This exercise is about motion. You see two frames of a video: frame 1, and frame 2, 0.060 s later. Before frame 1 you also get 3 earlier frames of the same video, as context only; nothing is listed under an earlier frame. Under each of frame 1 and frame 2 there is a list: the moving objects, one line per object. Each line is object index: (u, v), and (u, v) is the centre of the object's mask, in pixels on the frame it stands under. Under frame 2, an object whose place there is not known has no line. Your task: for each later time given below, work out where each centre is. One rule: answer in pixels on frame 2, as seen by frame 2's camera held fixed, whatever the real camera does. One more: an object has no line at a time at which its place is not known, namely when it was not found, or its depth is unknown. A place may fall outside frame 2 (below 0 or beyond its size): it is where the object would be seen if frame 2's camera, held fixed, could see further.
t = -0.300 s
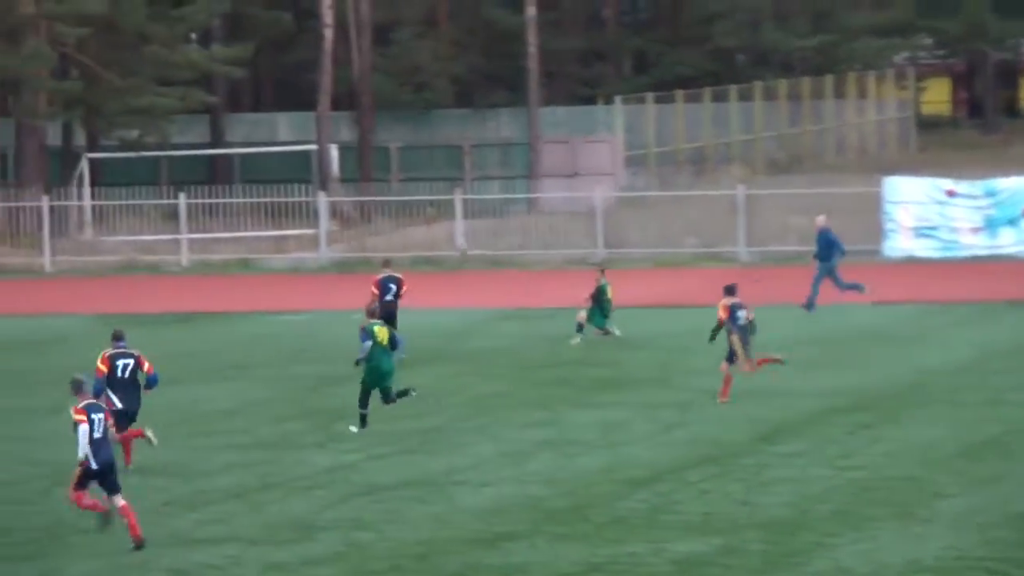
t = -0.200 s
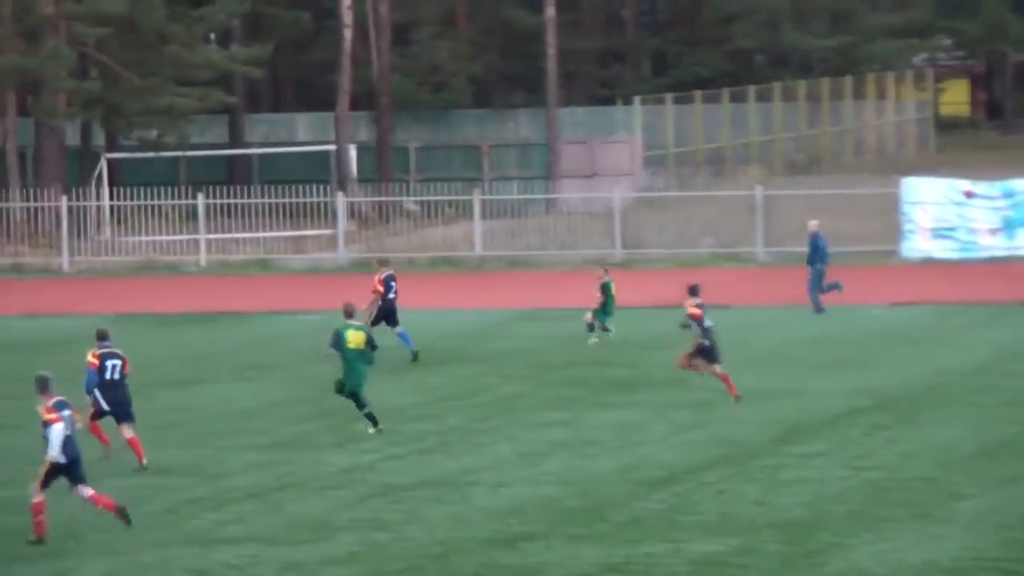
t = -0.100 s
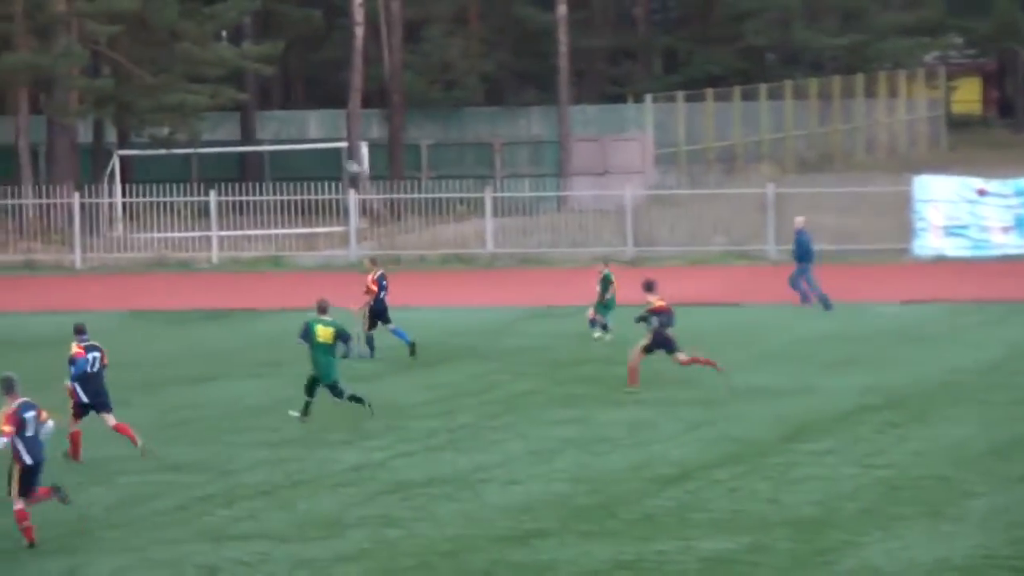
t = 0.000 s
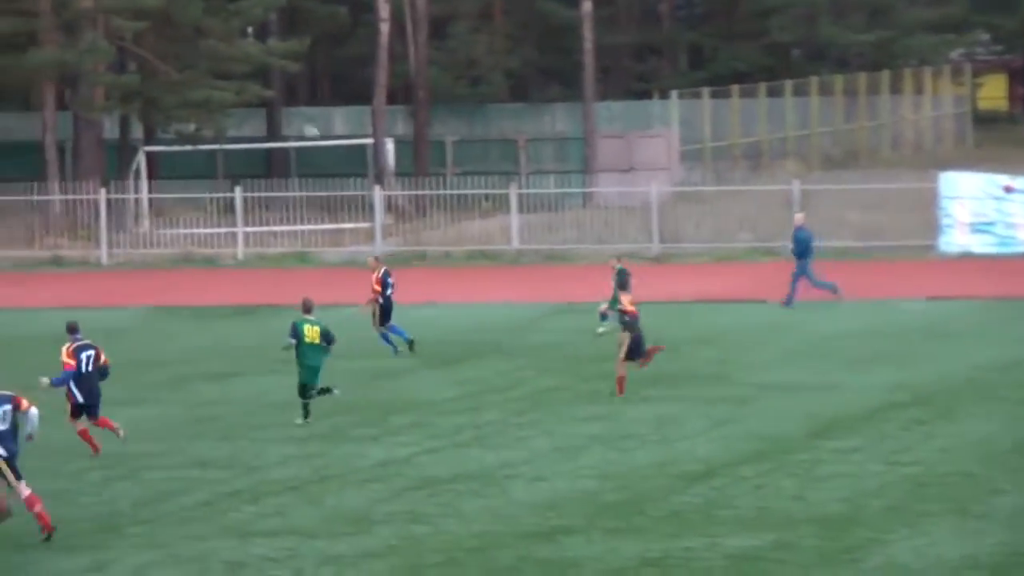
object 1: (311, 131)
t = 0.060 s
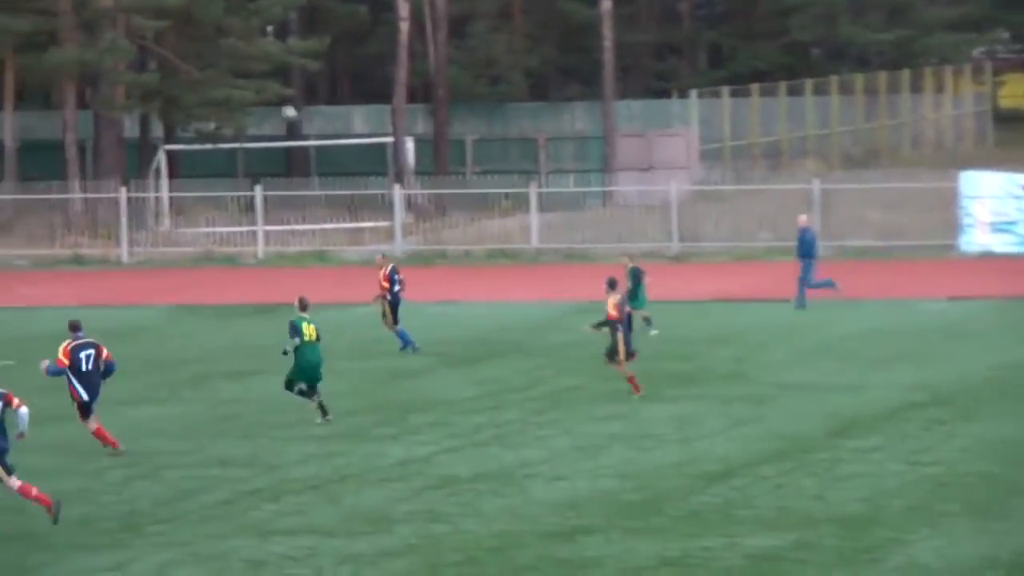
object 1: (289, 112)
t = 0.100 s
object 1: (262, 101)
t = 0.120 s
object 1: (249, 96)
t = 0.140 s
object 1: (237, 90)
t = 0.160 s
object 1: (223, 85)
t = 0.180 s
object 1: (210, 80)
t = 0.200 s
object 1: (198, 75)
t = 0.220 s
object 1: (185, 70)
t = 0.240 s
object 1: (172, 66)
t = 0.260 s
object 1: (158, 61)
